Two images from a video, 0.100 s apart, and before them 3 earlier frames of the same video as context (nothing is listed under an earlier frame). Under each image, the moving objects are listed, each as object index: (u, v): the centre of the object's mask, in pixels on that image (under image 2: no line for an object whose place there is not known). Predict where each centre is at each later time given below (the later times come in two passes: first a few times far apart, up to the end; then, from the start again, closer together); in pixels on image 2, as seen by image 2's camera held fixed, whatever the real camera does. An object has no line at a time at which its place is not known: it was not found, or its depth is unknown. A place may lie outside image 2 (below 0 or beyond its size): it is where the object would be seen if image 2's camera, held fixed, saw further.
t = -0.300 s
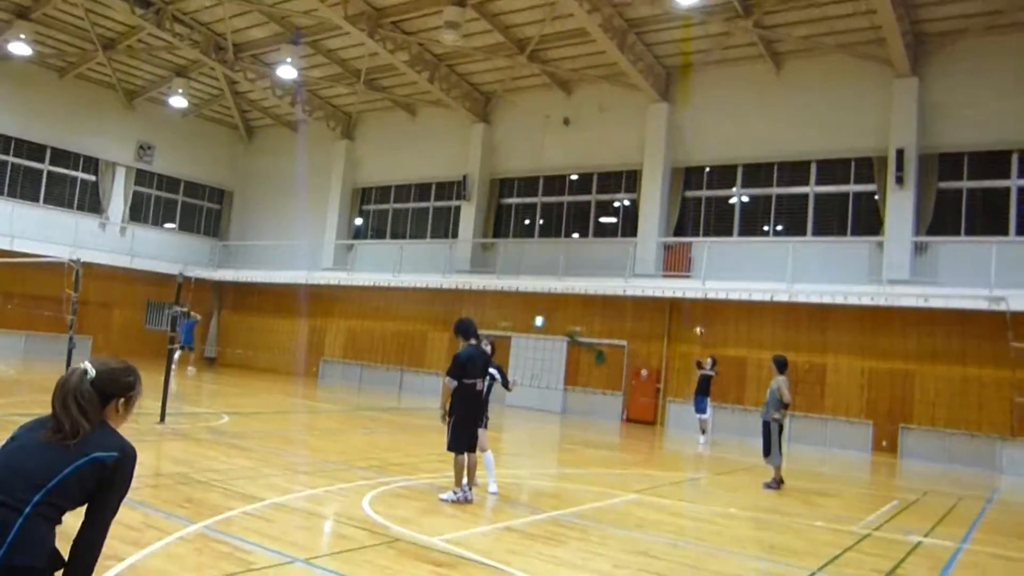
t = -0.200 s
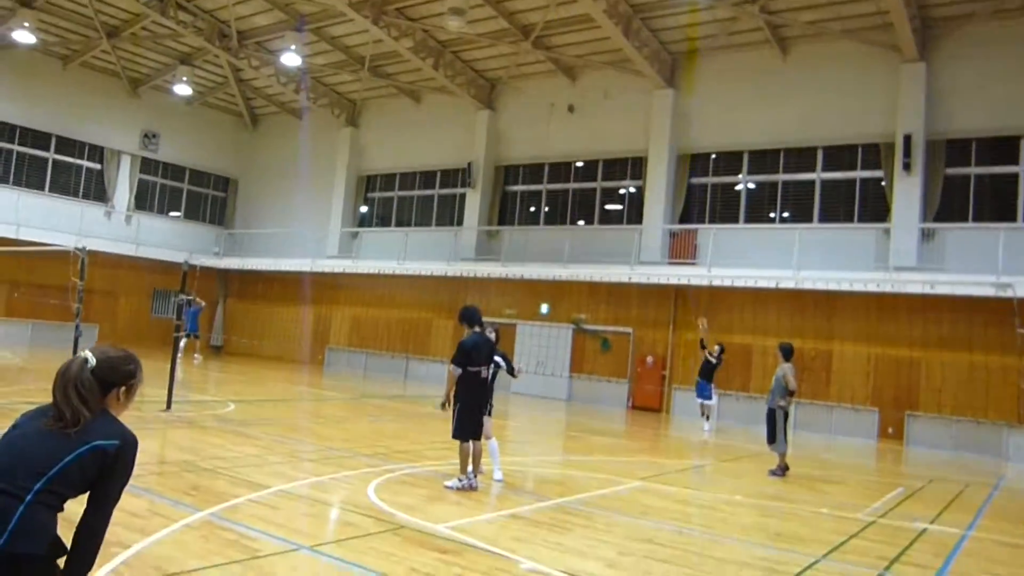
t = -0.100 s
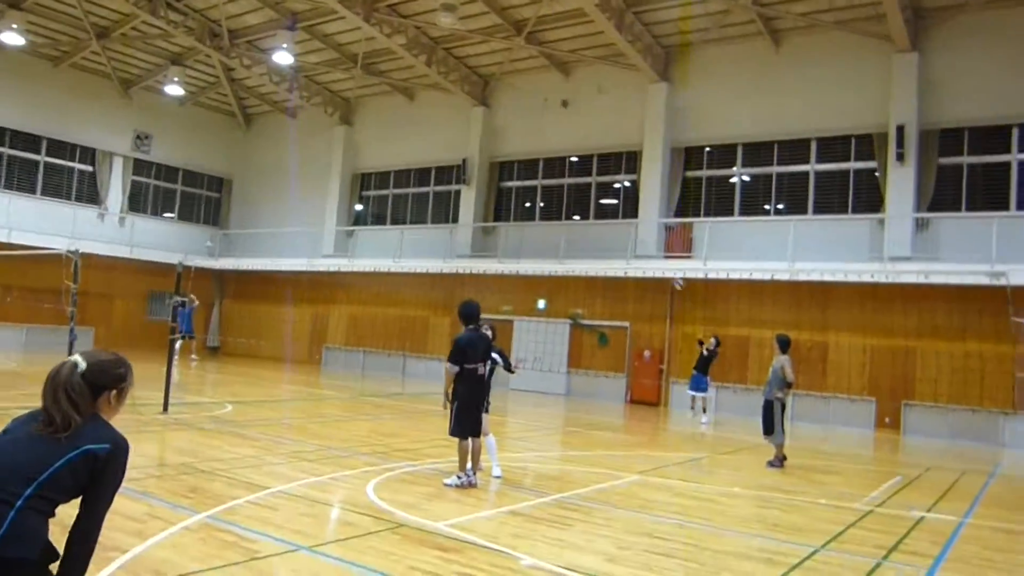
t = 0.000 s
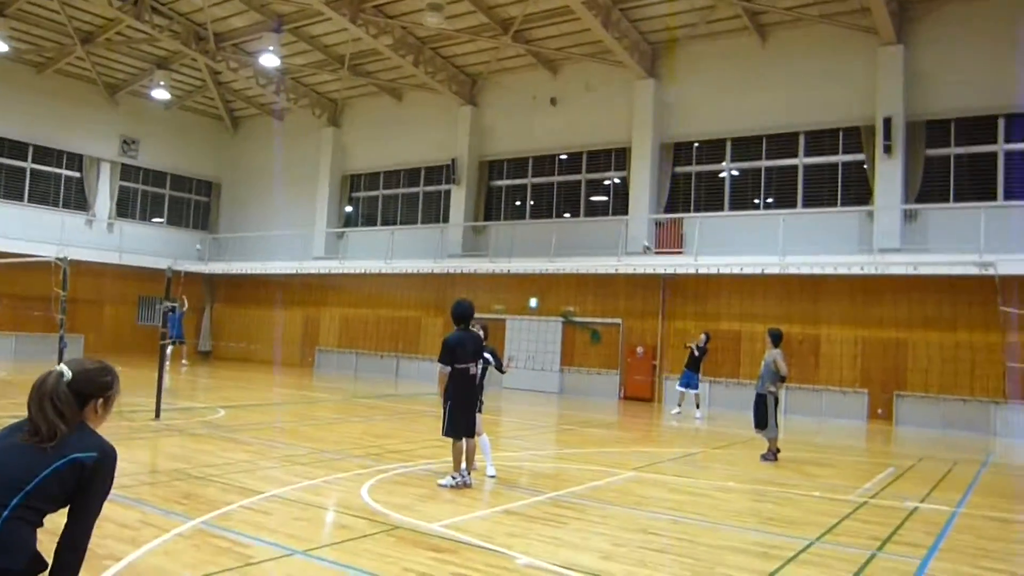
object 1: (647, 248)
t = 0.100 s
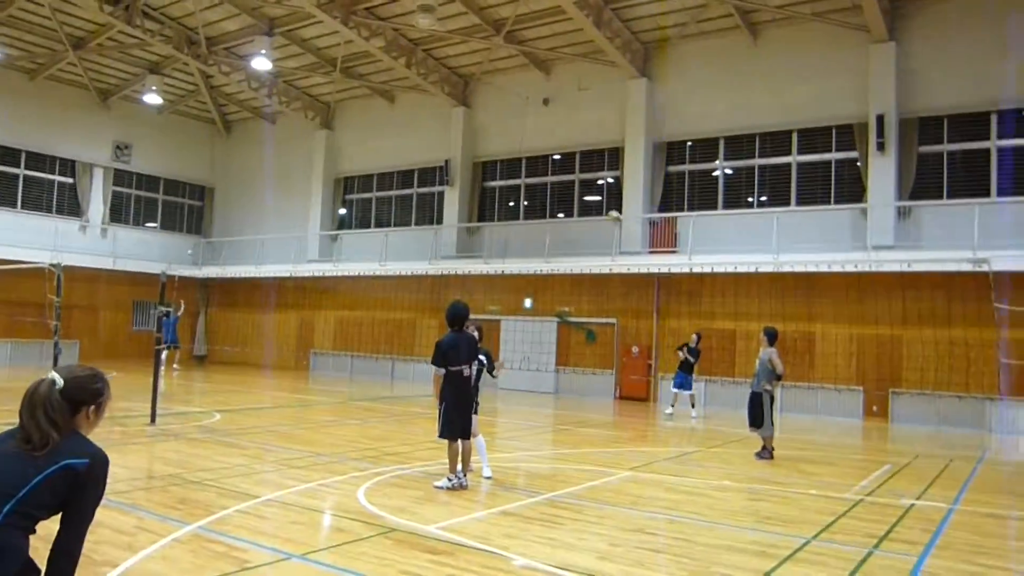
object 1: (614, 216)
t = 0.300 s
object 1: (556, 168)
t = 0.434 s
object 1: (517, 144)
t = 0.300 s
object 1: (556, 168)
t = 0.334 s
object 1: (548, 162)
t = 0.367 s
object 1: (538, 156)
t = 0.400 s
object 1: (527, 149)
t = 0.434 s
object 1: (517, 144)
